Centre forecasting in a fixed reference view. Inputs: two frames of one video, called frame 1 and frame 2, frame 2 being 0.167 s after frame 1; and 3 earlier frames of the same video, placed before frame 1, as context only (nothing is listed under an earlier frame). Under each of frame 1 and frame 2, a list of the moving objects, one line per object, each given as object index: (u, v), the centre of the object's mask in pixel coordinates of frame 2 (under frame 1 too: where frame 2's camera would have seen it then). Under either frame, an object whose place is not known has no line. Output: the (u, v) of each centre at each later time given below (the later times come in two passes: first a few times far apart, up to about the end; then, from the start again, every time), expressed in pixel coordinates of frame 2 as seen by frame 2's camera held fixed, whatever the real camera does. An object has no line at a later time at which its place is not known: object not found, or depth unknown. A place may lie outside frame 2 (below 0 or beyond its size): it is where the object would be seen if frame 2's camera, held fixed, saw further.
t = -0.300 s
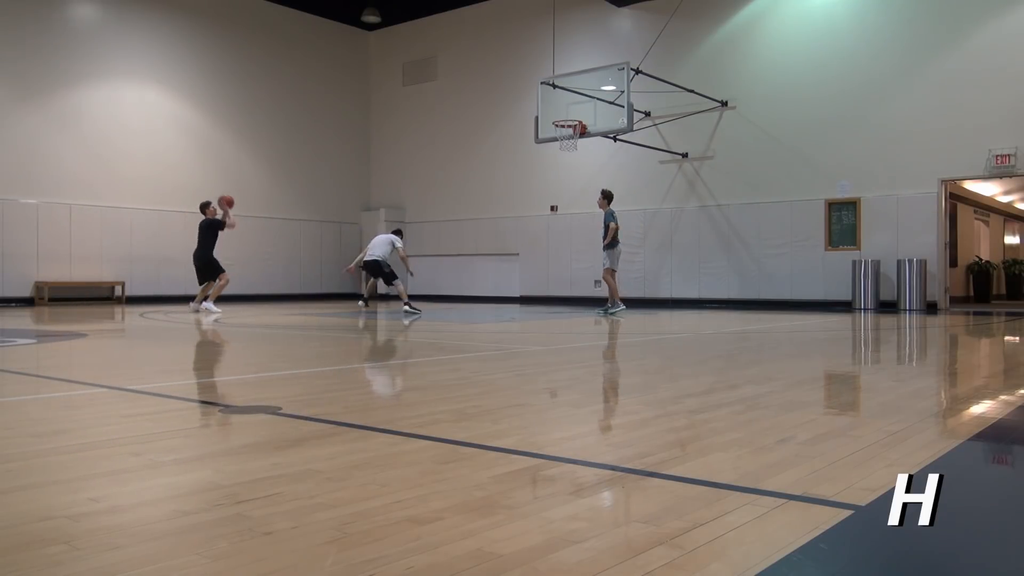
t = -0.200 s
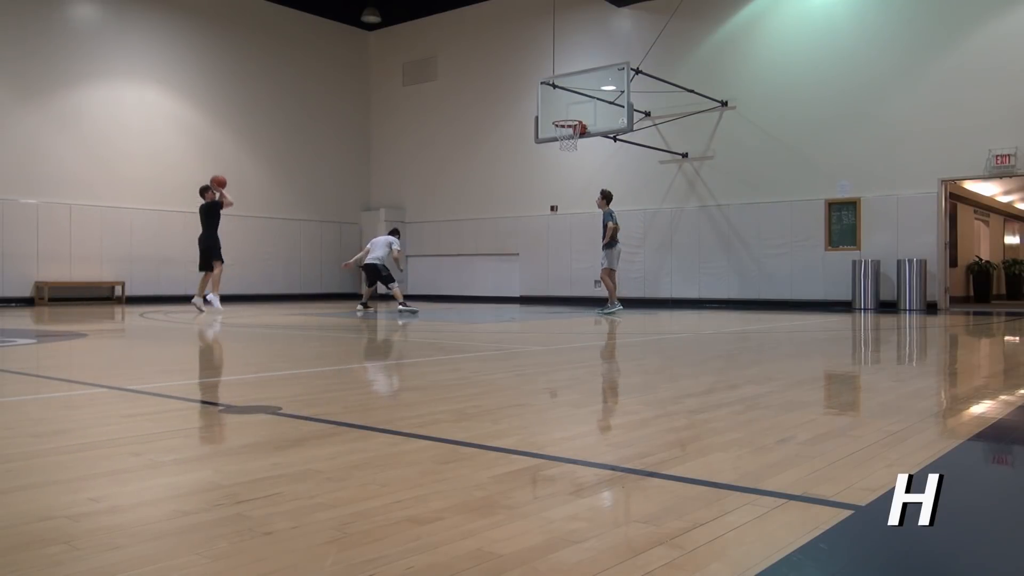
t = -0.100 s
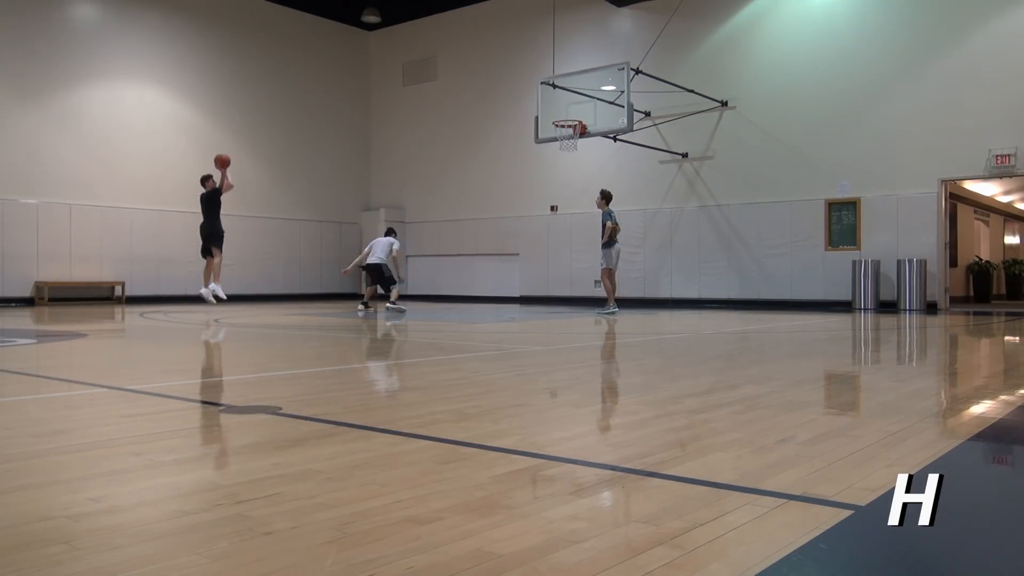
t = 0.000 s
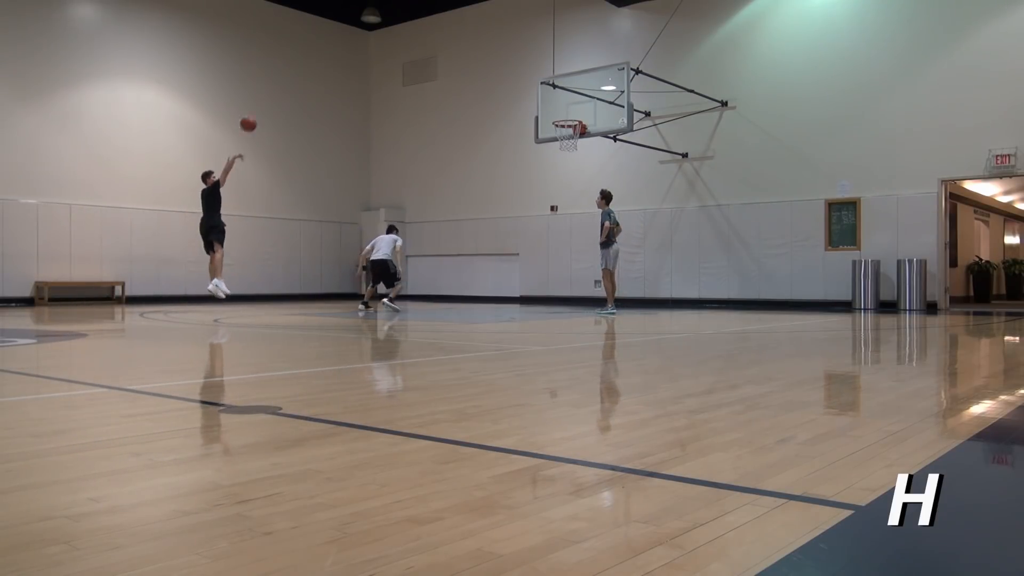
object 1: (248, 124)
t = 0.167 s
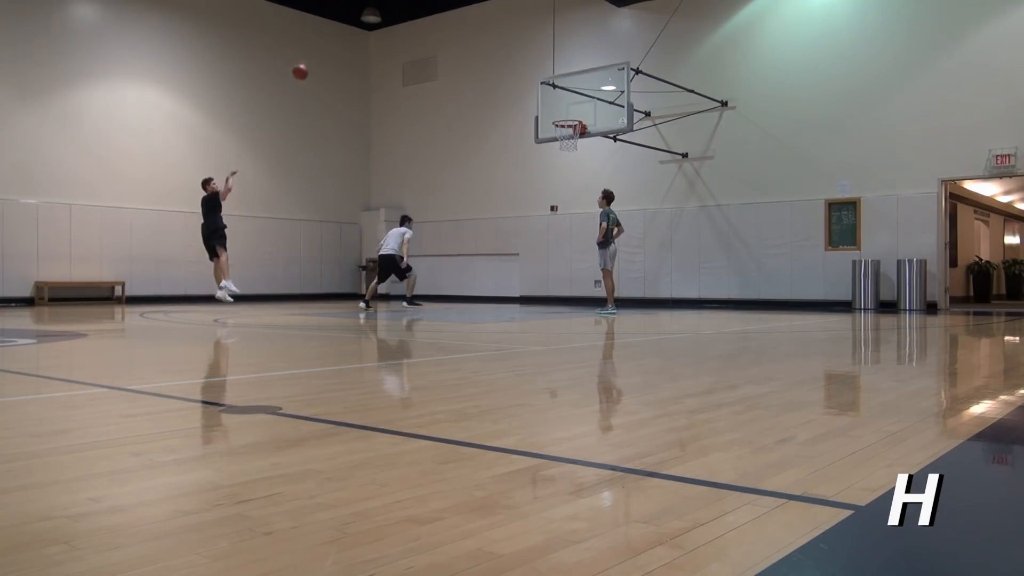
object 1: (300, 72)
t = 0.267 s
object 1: (330, 50)
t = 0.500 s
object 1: (398, 23)
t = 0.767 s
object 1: (473, 33)
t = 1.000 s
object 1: (537, 76)
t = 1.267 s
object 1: (561, 111)
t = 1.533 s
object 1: (552, 85)
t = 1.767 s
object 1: (542, 97)
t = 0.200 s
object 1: (310, 64)
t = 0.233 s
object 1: (320, 57)
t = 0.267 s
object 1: (330, 50)
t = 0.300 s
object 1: (340, 44)
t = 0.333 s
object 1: (350, 39)
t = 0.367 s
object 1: (360, 34)
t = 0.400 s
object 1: (369, 30)
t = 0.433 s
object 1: (379, 27)
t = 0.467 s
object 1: (388, 24)
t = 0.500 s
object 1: (398, 23)
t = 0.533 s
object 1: (408, 21)
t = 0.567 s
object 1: (417, 21)
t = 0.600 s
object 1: (427, 21)
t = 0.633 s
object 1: (436, 22)
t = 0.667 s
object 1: (445, 24)
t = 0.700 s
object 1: (455, 26)
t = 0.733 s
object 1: (464, 29)
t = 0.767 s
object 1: (473, 33)
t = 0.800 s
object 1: (483, 37)
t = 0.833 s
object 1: (492, 42)
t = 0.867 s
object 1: (501, 48)
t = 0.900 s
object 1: (510, 54)
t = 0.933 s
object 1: (519, 61)
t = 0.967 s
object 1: (528, 68)
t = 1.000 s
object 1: (537, 76)
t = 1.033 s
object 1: (546, 85)
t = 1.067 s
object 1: (554, 94)
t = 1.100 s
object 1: (564, 104)
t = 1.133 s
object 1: (572, 114)
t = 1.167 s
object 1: (571, 119)
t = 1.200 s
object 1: (565, 121)
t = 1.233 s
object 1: (563, 117)
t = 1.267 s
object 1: (561, 111)
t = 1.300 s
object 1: (560, 106)
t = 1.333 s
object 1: (559, 101)
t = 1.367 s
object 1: (558, 97)
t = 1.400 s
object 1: (557, 93)
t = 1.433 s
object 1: (556, 90)
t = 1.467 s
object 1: (554, 88)
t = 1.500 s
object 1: (553, 86)
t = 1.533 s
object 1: (552, 85)
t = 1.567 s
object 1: (550, 84)
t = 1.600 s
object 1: (549, 85)
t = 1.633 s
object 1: (548, 86)
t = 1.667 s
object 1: (547, 87)
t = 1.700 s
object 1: (545, 89)
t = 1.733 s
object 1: (544, 93)
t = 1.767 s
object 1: (542, 97)
